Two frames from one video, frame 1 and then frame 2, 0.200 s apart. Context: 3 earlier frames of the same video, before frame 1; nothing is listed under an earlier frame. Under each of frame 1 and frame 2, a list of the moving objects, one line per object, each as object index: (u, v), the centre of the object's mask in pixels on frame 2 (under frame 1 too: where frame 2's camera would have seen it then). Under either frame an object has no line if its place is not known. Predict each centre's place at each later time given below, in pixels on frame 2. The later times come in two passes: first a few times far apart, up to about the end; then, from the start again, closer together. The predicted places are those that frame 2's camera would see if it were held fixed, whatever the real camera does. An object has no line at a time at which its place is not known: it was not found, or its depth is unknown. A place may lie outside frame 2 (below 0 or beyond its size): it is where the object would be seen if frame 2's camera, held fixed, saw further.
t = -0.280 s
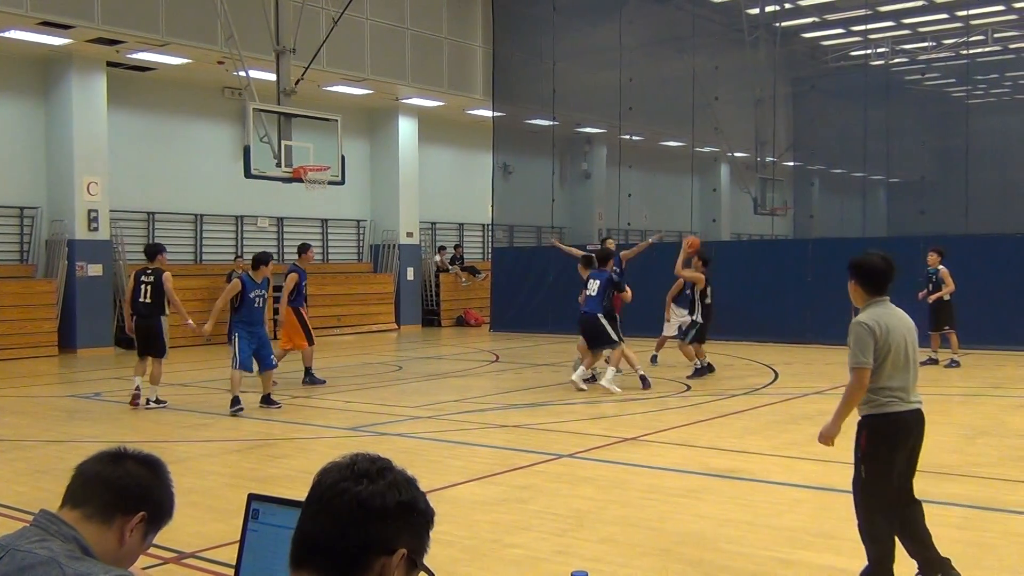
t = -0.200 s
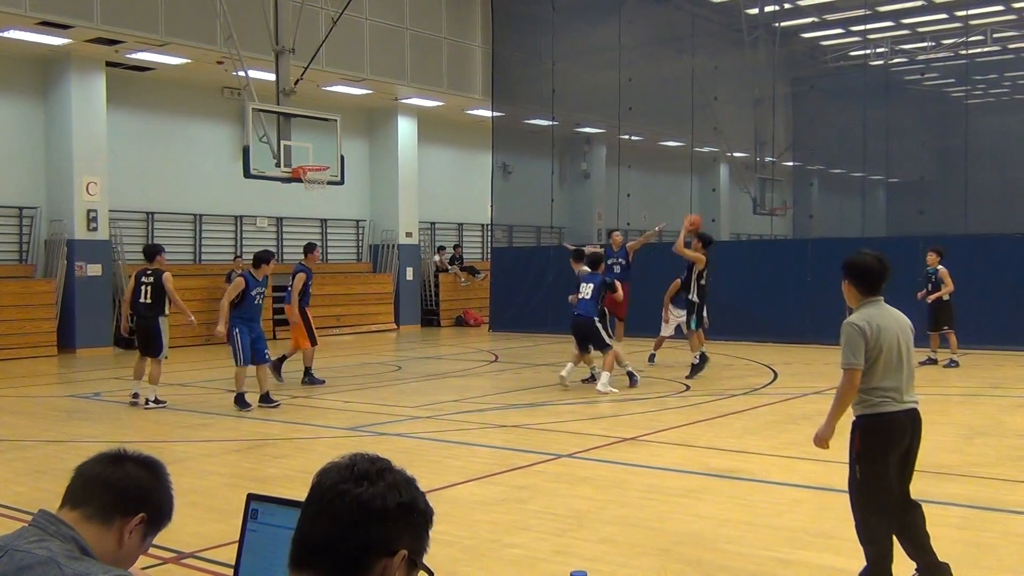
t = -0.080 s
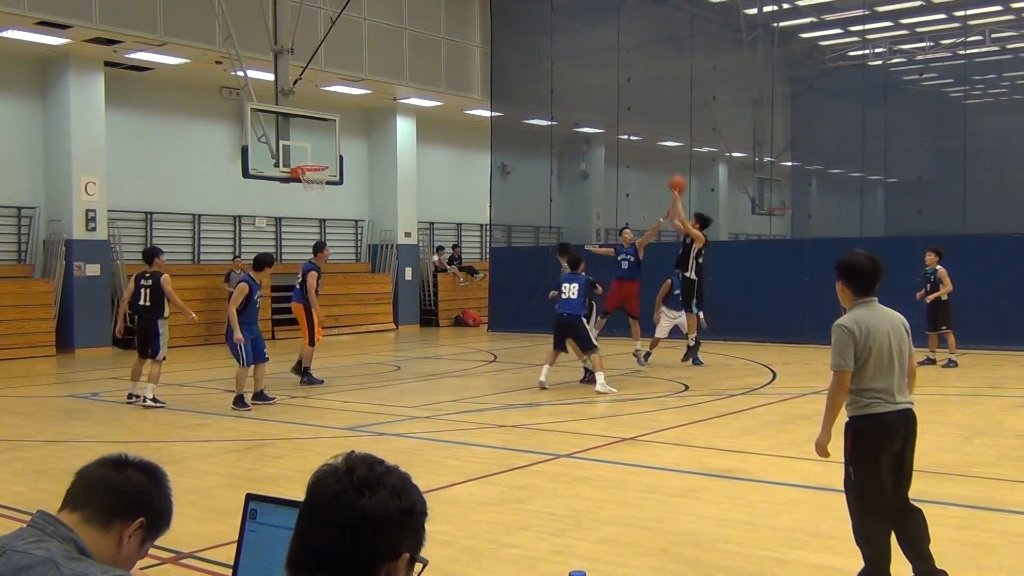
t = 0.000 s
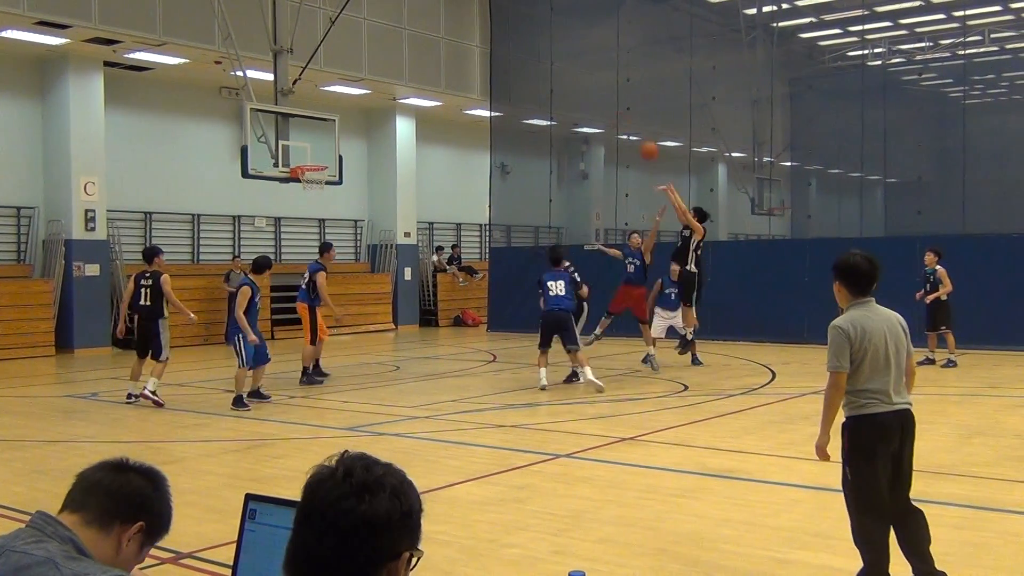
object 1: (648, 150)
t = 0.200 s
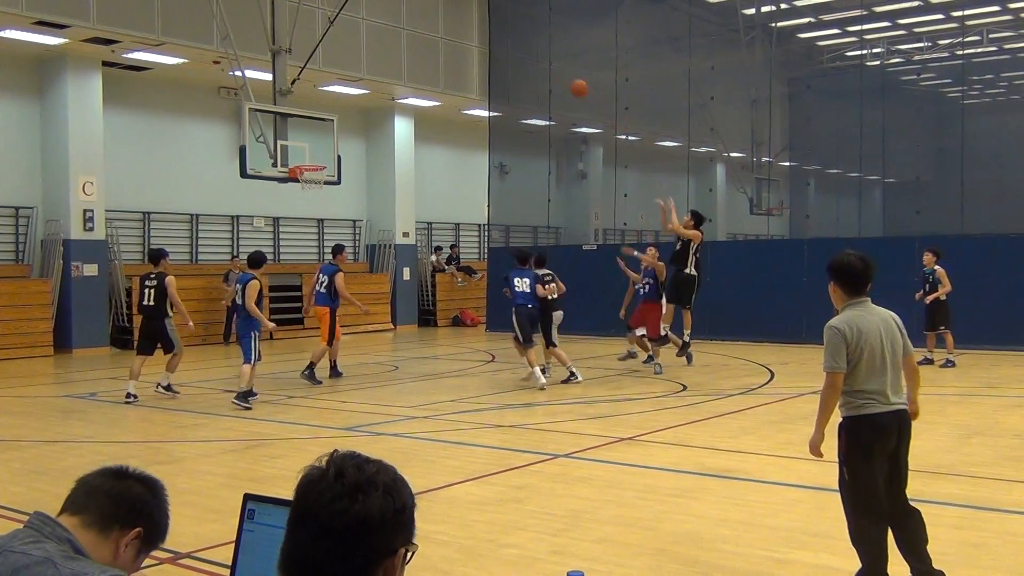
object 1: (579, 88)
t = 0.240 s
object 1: (565, 79)
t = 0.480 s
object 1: (489, 51)
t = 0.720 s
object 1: (418, 61)
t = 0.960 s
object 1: (350, 108)
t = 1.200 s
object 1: (314, 155)
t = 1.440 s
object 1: (360, 144)
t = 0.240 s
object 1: (565, 79)
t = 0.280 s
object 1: (553, 71)
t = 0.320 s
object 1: (540, 65)
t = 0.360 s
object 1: (527, 60)
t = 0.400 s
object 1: (514, 56)
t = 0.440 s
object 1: (501, 52)
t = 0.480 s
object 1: (489, 51)
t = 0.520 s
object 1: (477, 49)
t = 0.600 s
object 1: (453, 51)
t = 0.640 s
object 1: (441, 53)
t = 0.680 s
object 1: (429, 56)
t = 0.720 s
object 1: (418, 61)
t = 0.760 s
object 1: (405, 66)
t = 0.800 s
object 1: (394, 73)
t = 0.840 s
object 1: (384, 80)
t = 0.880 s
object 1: (372, 88)
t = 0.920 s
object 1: (361, 98)
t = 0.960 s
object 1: (350, 108)
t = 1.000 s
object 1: (340, 118)
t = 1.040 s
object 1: (329, 130)
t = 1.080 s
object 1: (319, 143)
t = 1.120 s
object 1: (308, 157)
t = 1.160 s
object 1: (307, 159)
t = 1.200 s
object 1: (314, 155)
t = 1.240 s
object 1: (322, 151)
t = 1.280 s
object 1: (329, 147)
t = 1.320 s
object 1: (336, 145)
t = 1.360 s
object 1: (344, 144)
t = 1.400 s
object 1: (352, 144)
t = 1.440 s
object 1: (360, 144)
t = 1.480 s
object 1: (368, 145)
